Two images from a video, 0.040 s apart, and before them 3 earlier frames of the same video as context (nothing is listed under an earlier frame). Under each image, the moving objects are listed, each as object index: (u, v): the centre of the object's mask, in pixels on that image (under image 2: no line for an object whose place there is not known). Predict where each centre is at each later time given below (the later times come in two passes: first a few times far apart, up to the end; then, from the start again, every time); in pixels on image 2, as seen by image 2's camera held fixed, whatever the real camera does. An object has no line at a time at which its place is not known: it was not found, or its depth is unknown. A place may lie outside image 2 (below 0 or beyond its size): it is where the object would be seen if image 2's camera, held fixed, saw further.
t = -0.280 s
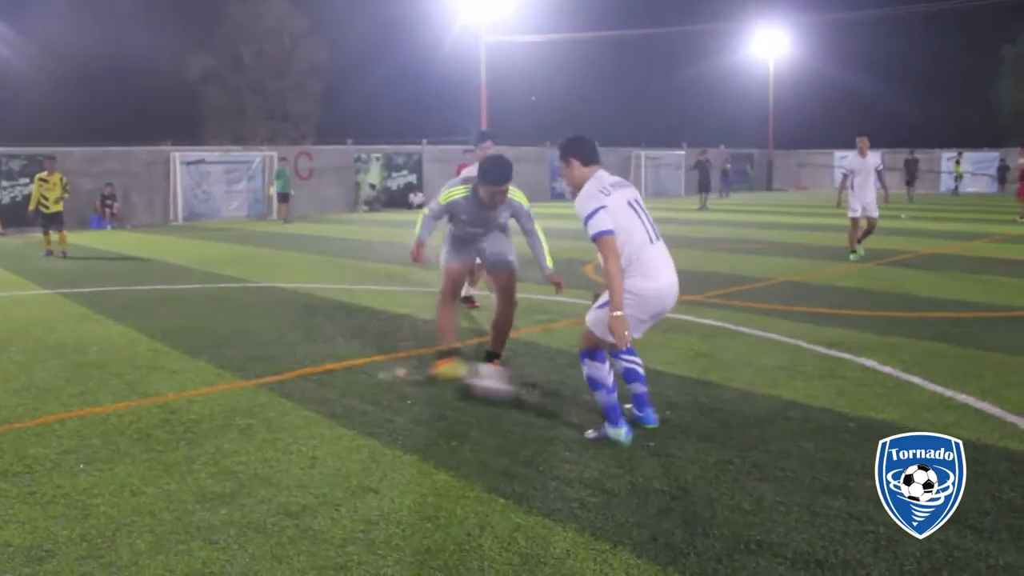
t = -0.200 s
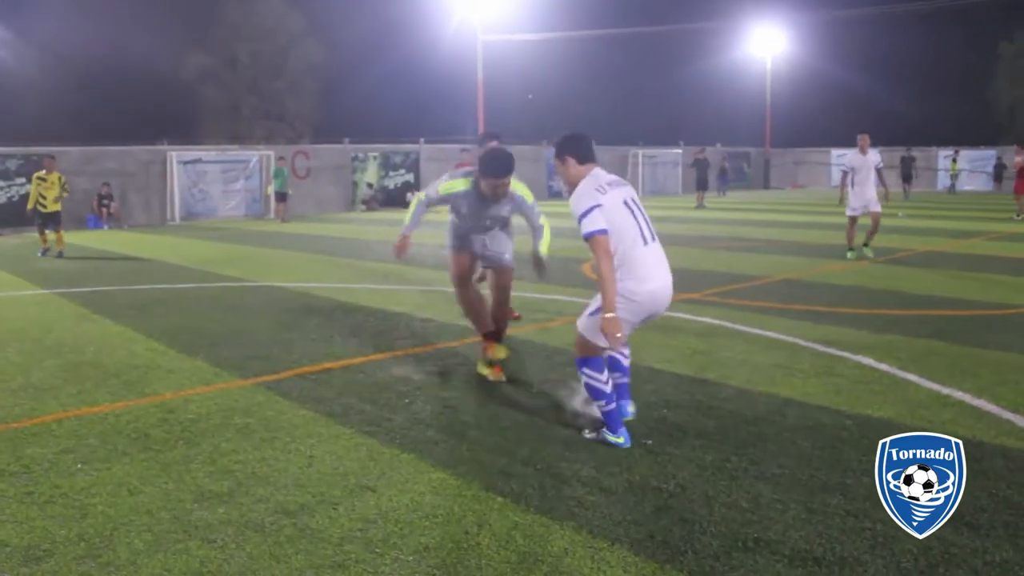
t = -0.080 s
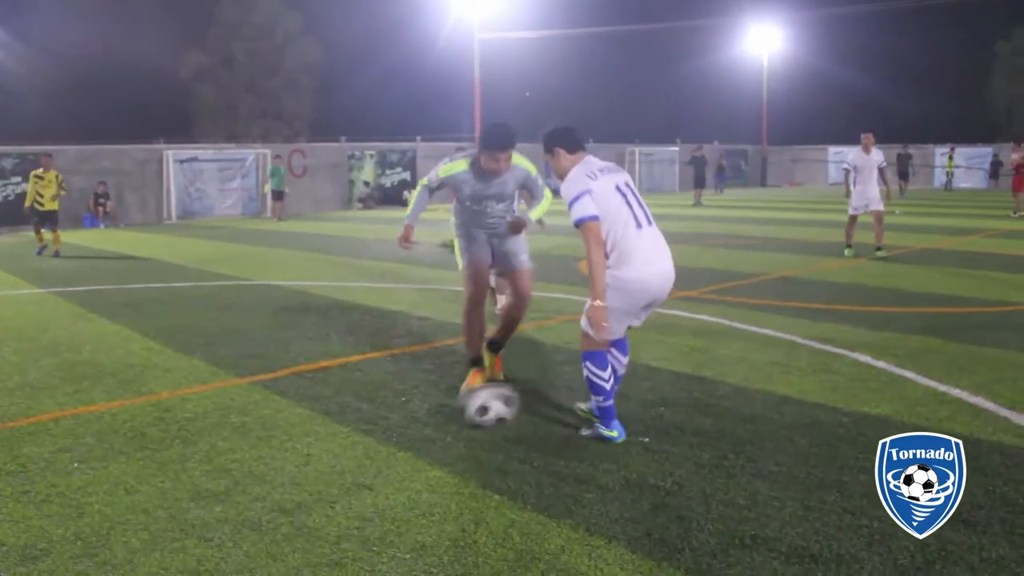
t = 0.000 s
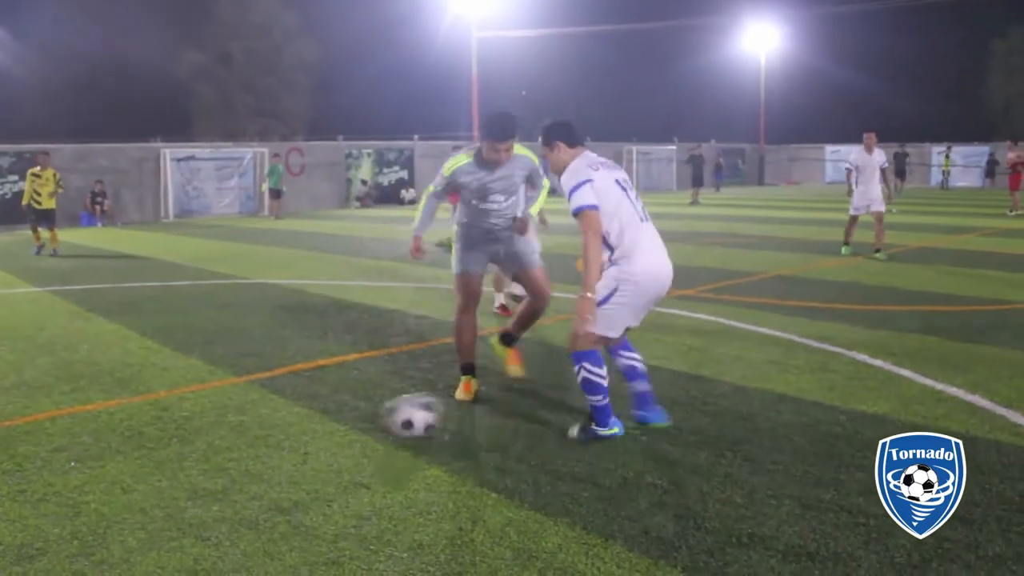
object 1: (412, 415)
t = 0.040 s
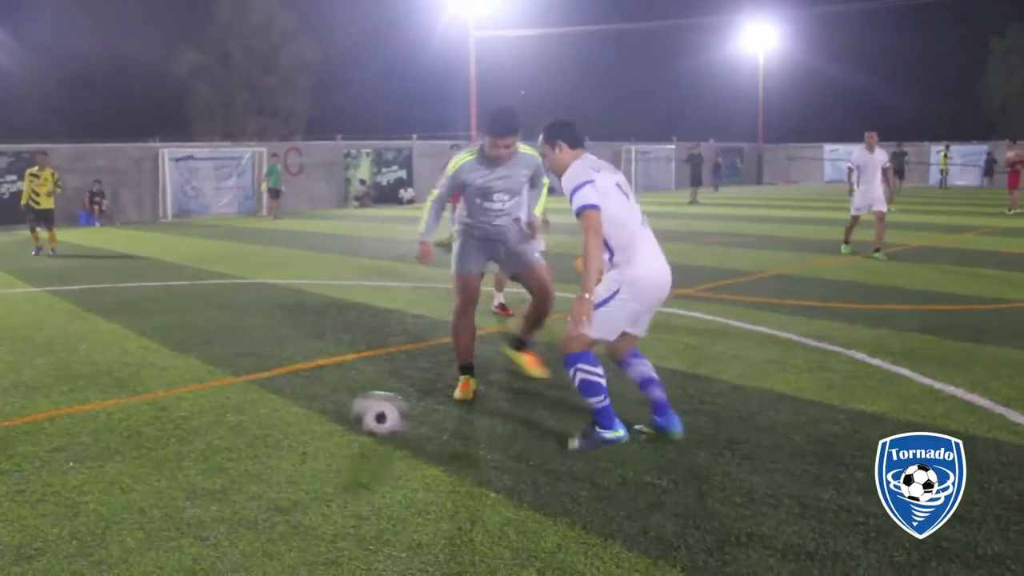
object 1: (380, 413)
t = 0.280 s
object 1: (203, 425)
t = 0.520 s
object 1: (24, 437)
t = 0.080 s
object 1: (351, 411)
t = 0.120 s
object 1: (322, 412)
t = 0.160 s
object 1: (292, 417)
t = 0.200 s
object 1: (262, 423)
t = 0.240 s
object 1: (232, 423)
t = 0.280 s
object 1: (203, 425)
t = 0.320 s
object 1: (174, 428)
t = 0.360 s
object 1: (145, 428)
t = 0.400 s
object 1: (115, 430)
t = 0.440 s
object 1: (85, 434)
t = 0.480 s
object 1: (55, 435)
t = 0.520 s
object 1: (24, 437)
